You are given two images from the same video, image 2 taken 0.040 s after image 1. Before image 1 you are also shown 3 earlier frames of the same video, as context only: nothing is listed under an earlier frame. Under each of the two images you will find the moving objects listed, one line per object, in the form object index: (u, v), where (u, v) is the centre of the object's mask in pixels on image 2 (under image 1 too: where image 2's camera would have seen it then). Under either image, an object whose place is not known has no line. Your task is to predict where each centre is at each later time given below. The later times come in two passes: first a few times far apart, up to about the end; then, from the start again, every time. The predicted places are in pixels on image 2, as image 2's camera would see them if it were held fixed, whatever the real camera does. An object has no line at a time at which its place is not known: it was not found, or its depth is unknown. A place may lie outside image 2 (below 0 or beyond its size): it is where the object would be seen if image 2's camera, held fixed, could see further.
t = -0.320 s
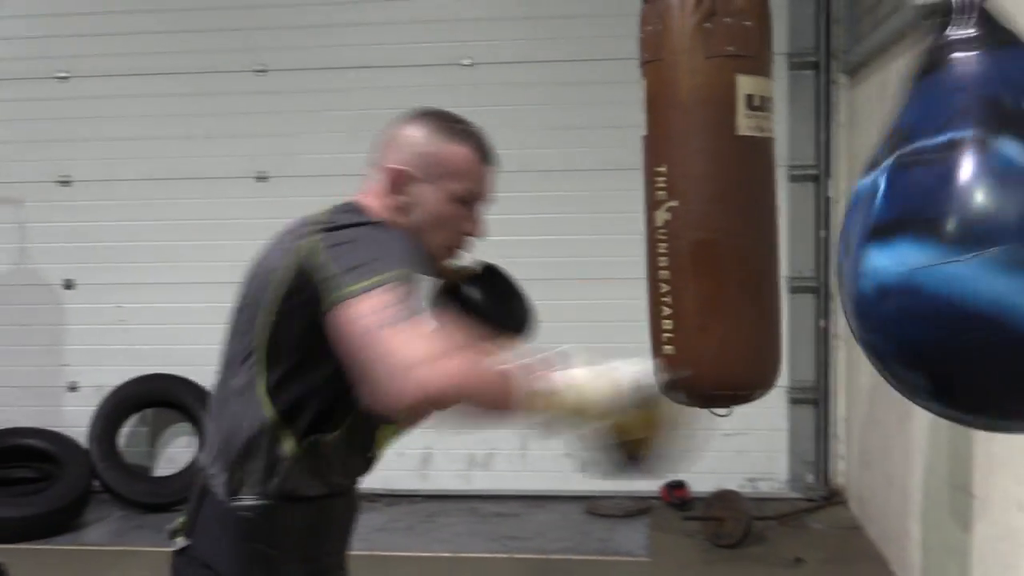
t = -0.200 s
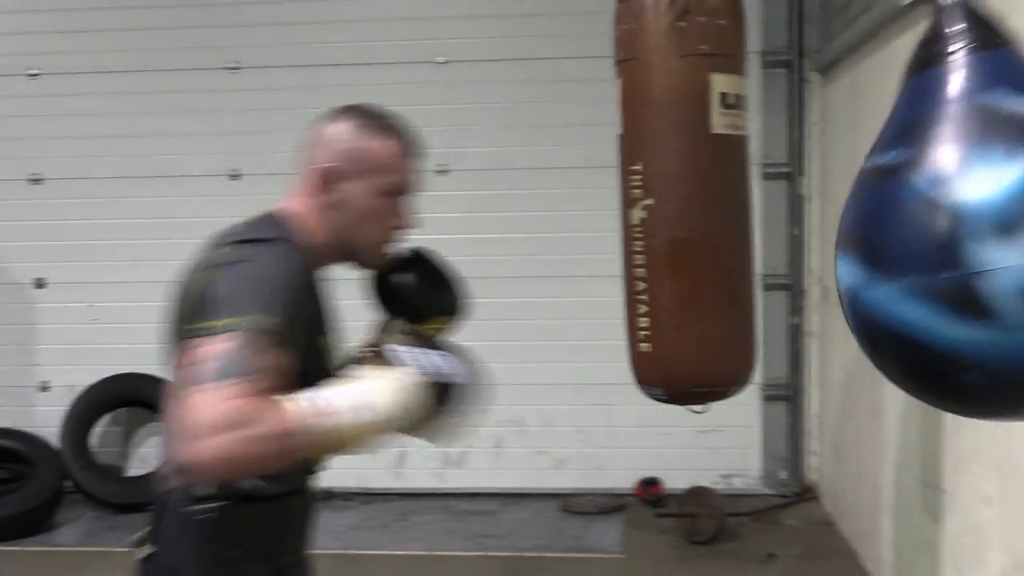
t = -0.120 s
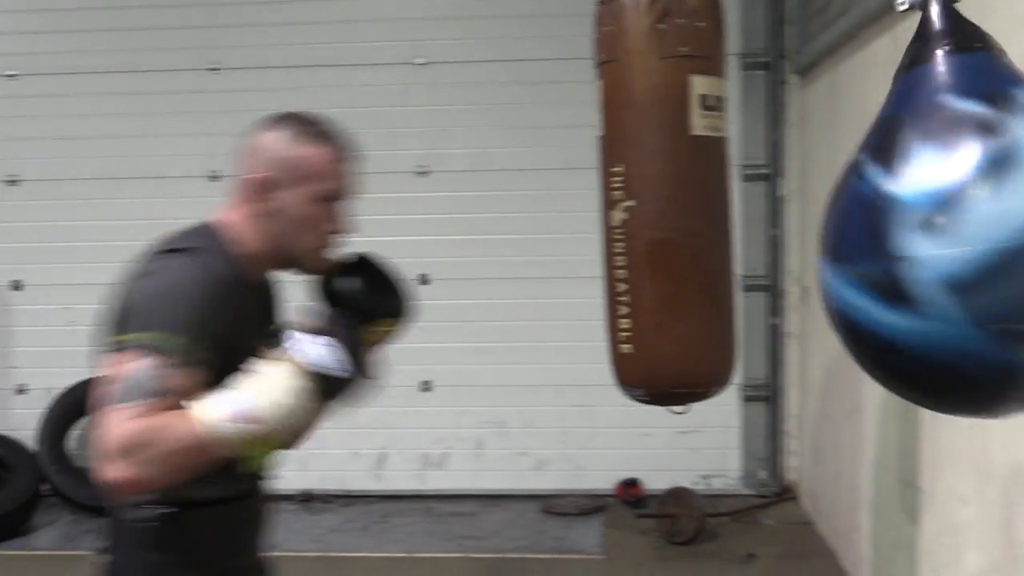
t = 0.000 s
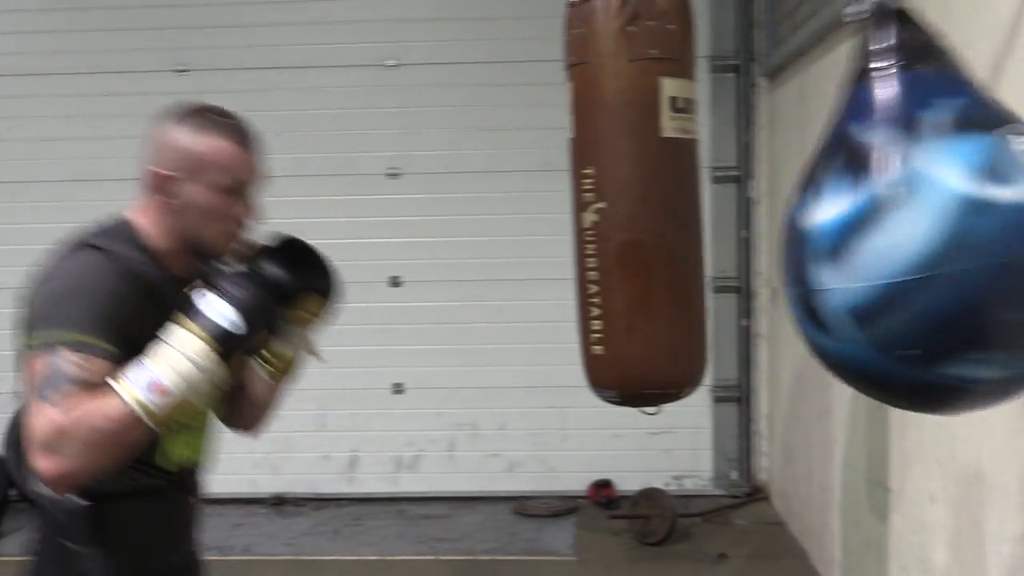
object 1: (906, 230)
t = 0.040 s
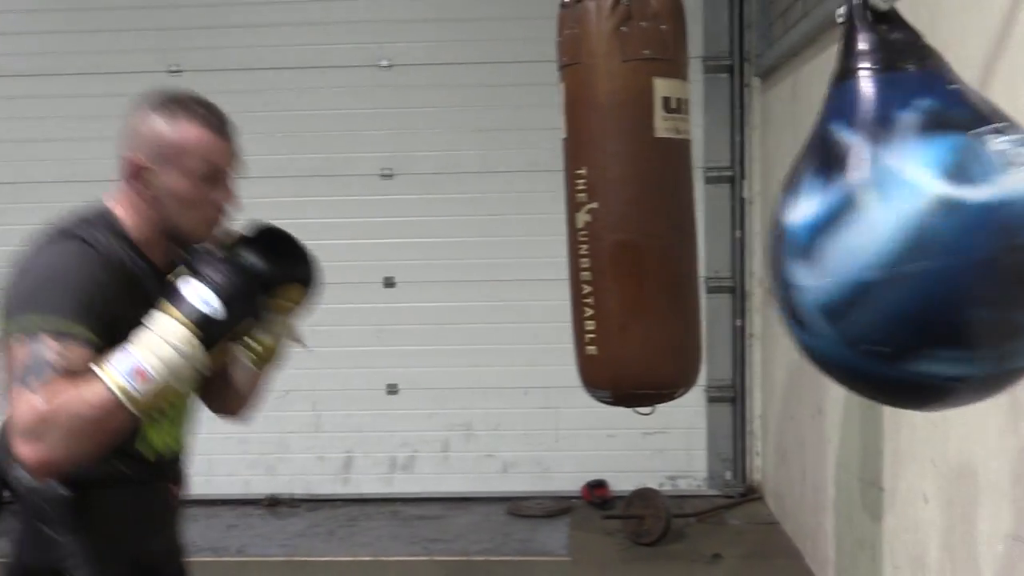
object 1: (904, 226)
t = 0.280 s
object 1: (859, 231)
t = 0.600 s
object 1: (735, 234)
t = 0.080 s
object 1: (903, 228)
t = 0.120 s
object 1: (901, 229)
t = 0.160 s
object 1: (894, 229)
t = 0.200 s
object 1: (885, 230)
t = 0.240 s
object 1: (872, 231)
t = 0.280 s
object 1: (859, 231)
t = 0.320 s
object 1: (844, 232)
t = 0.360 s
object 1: (828, 234)
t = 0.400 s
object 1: (811, 234)
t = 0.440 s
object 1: (795, 234)
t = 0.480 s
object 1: (780, 235)
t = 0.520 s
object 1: (765, 234)
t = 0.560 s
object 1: (750, 234)
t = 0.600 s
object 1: (735, 234)
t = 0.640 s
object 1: (721, 235)
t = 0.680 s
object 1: (708, 234)
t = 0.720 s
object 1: (697, 234)
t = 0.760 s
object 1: (686, 233)
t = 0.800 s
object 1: (675, 233)
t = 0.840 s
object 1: (666, 233)
